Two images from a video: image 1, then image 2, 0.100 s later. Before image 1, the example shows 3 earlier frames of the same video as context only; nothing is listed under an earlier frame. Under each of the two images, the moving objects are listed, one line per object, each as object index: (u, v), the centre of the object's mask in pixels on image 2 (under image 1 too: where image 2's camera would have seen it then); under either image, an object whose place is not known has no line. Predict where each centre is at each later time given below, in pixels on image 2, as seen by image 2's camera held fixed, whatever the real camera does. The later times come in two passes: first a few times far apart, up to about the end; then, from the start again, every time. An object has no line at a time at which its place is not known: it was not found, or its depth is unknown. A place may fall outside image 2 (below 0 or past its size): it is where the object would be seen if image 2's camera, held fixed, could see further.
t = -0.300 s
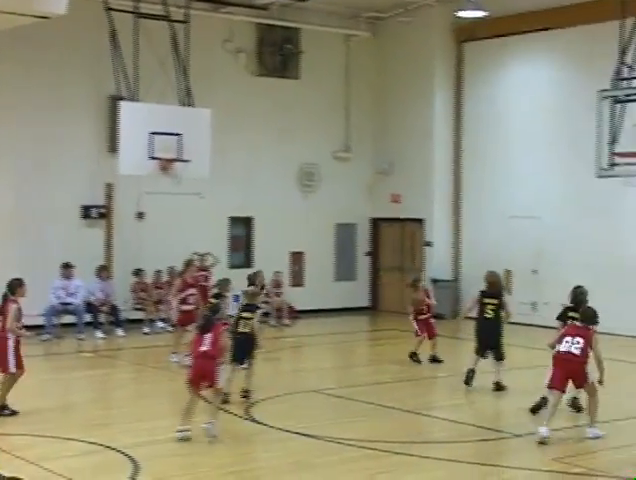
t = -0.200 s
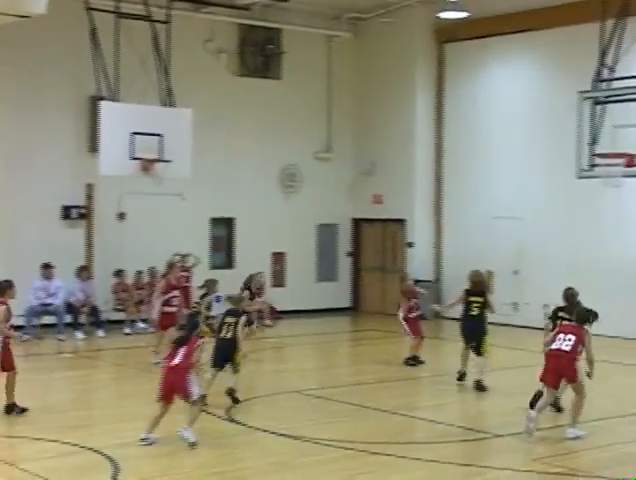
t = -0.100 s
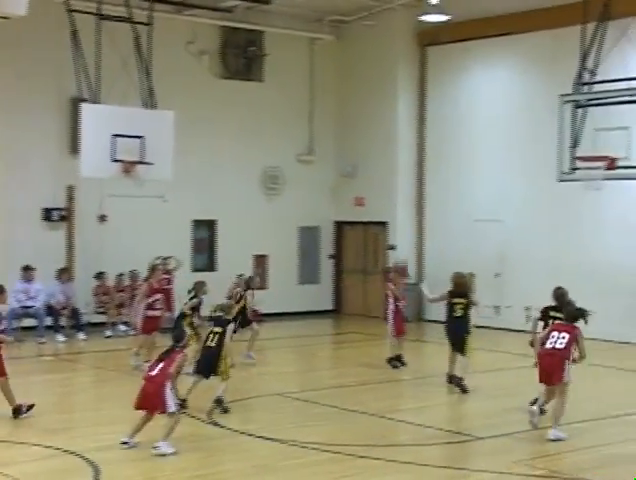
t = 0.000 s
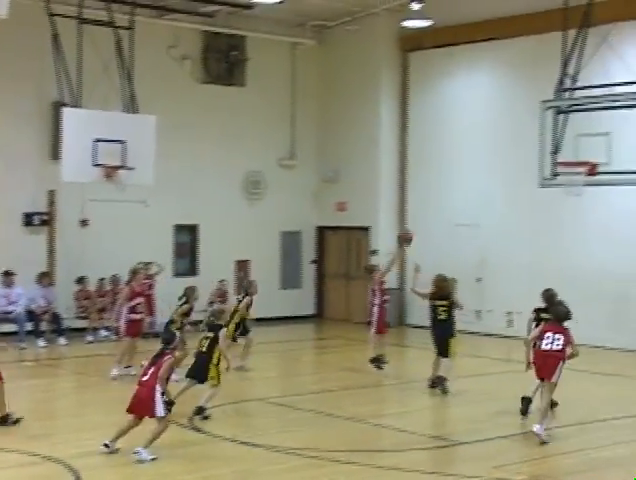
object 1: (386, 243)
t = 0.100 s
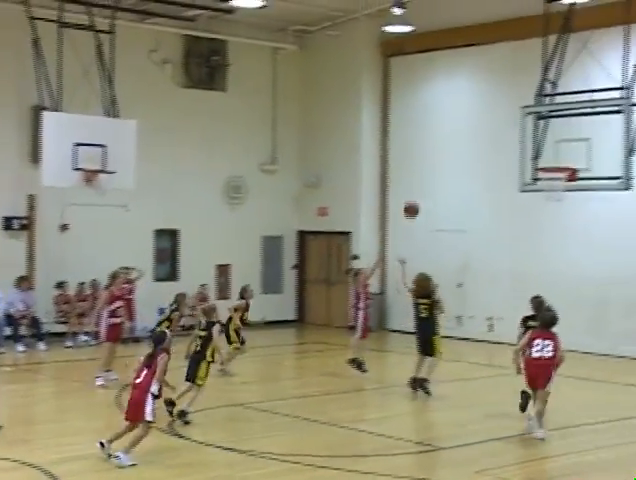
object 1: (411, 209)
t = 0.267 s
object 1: (454, 170)
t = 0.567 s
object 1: (530, 149)
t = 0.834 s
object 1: (578, 149)
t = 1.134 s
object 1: (592, 172)
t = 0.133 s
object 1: (419, 200)
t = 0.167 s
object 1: (428, 192)
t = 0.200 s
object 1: (437, 184)
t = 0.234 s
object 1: (445, 176)
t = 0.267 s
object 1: (454, 170)
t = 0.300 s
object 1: (462, 164)
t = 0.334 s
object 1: (471, 160)
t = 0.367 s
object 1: (479, 156)
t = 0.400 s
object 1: (488, 153)
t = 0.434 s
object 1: (497, 150)
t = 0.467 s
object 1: (505, 148)
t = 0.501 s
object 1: (513, 148)
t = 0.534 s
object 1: (522, 148)
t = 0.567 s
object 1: (530, 149)
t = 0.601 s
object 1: (539, 150)
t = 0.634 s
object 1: (549, 152)
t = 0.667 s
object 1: (557, 155)
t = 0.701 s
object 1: (566, 158)
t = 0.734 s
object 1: (571, 156)
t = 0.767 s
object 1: (574, 153)
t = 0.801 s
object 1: (576, 151)
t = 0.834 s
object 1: (578, 149)
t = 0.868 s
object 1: (579, 149)
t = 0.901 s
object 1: (581, 149)
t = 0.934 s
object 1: (583, 150)
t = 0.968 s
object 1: (584, 151)
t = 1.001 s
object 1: (586, 154)
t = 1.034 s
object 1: (587, 157)
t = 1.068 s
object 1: (590, 161)
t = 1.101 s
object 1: (591, 167)
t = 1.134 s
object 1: (592, 172)
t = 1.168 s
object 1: (594, 179)
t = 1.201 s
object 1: (596, 187)
